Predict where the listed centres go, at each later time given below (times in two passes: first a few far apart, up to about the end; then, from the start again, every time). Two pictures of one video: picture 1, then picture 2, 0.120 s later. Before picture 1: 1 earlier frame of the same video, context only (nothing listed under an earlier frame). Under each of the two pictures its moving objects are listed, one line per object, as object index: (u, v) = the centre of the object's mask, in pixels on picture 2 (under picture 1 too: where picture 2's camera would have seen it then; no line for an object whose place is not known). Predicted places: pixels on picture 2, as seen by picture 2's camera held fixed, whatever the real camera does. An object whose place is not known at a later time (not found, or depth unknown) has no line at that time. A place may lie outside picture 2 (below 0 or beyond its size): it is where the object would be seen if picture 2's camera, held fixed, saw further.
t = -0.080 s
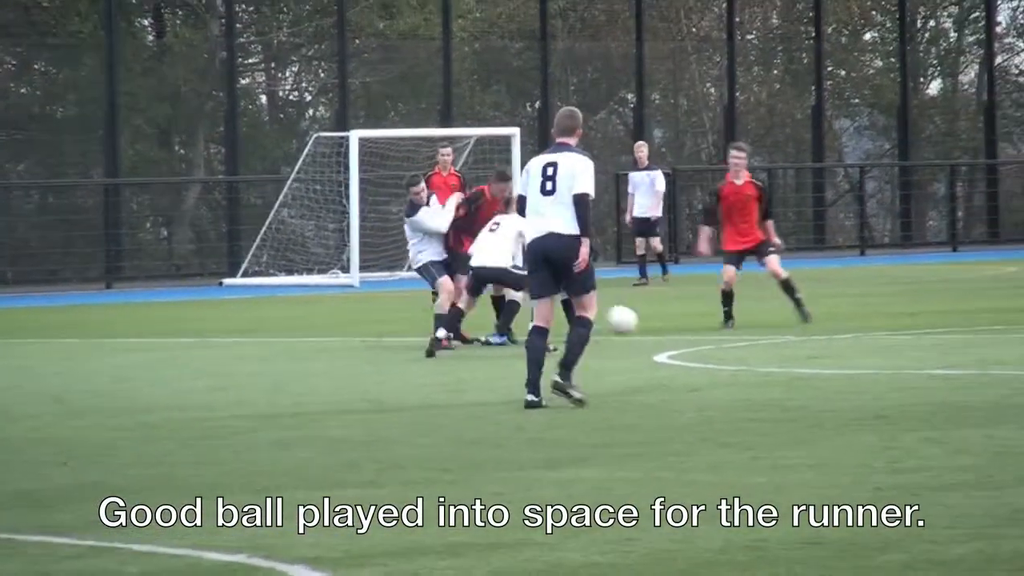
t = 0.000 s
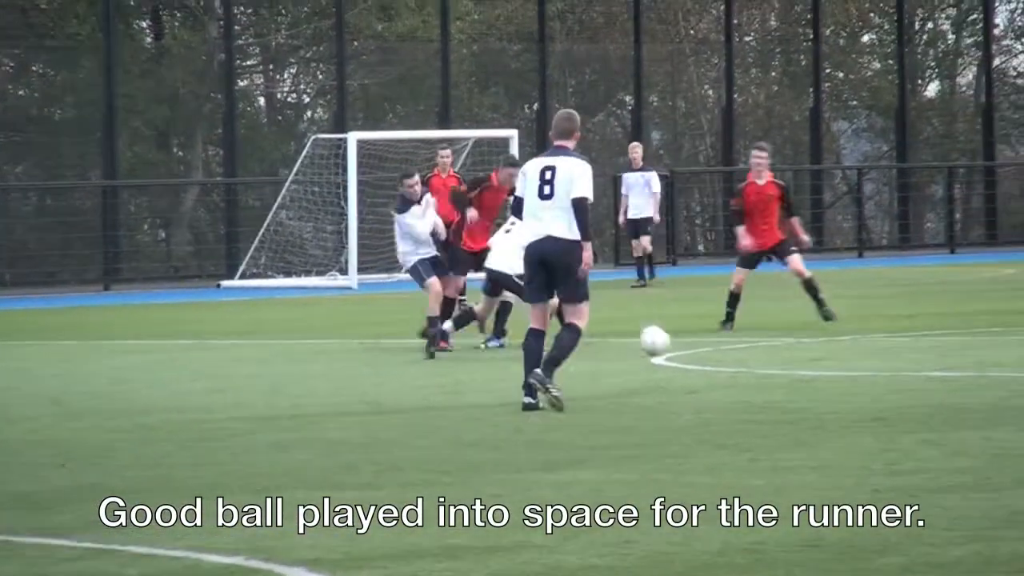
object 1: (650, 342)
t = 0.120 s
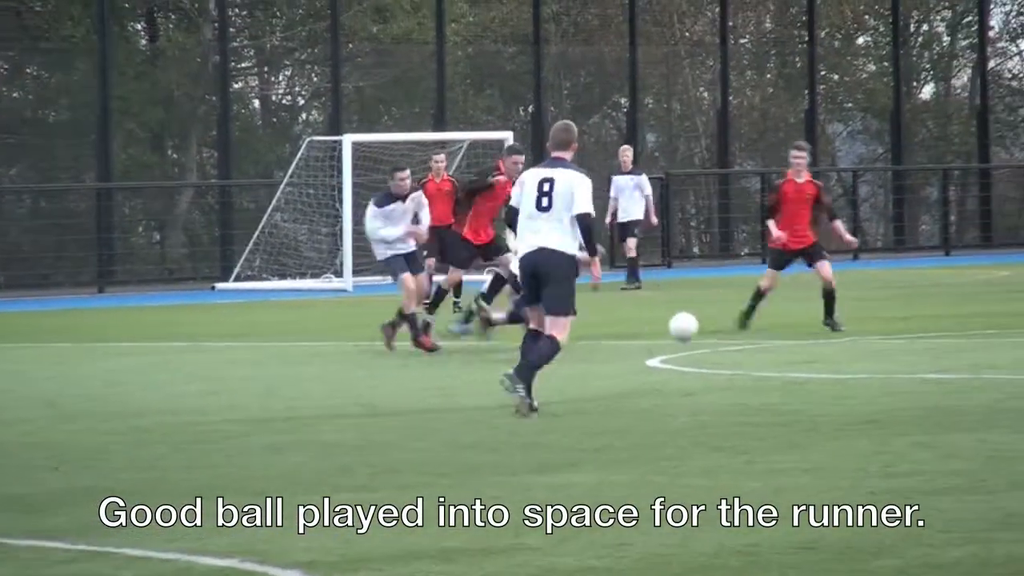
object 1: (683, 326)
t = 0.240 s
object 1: (714, 322)
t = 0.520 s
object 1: (777, 339)
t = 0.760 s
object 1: (817, 353)
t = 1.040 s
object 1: (868, 360)
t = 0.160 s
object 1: (693, 323)
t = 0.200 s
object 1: (704, 322)
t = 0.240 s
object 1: (714, 322)
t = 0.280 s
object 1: (726, 326)
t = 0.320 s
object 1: (736, 330)
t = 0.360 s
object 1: (747, 338)
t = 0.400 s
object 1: (757, 348)
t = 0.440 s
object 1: (765, 345)
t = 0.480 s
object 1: (771, 340)
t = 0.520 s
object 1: (777, 339)
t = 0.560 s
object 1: (783, 339)
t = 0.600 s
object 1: (790, 340)
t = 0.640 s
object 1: (796, 344)
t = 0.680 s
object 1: (802, 352)
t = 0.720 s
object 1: (809, 354)
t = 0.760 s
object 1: (817, 353)
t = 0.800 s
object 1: (825, 354)
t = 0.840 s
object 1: (832, 357)
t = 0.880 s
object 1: (839, 357)
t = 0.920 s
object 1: (846, 358)
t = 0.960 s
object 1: (853, 358)
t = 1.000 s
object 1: (860, 358)
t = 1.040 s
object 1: (868, 360)
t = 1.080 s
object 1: (874, 358)
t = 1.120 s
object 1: (882, 357)
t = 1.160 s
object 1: (889, 357)
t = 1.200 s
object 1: (896, 360)
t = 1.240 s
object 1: (903, 360)
